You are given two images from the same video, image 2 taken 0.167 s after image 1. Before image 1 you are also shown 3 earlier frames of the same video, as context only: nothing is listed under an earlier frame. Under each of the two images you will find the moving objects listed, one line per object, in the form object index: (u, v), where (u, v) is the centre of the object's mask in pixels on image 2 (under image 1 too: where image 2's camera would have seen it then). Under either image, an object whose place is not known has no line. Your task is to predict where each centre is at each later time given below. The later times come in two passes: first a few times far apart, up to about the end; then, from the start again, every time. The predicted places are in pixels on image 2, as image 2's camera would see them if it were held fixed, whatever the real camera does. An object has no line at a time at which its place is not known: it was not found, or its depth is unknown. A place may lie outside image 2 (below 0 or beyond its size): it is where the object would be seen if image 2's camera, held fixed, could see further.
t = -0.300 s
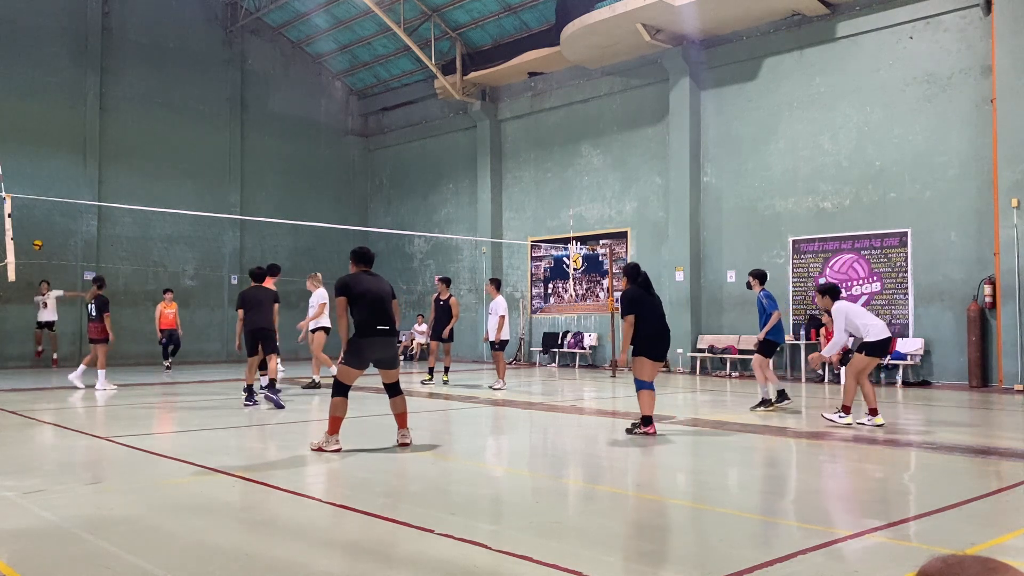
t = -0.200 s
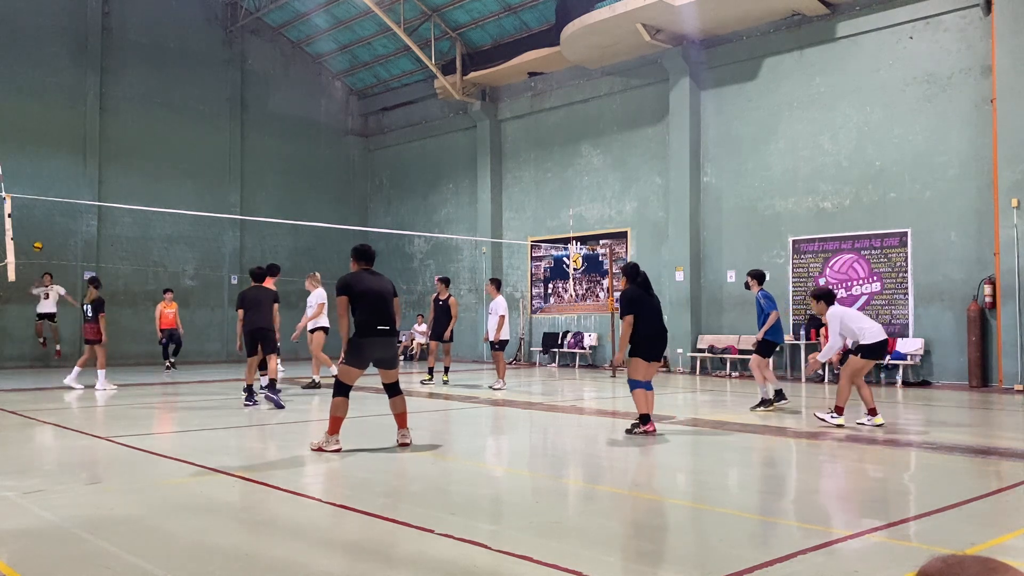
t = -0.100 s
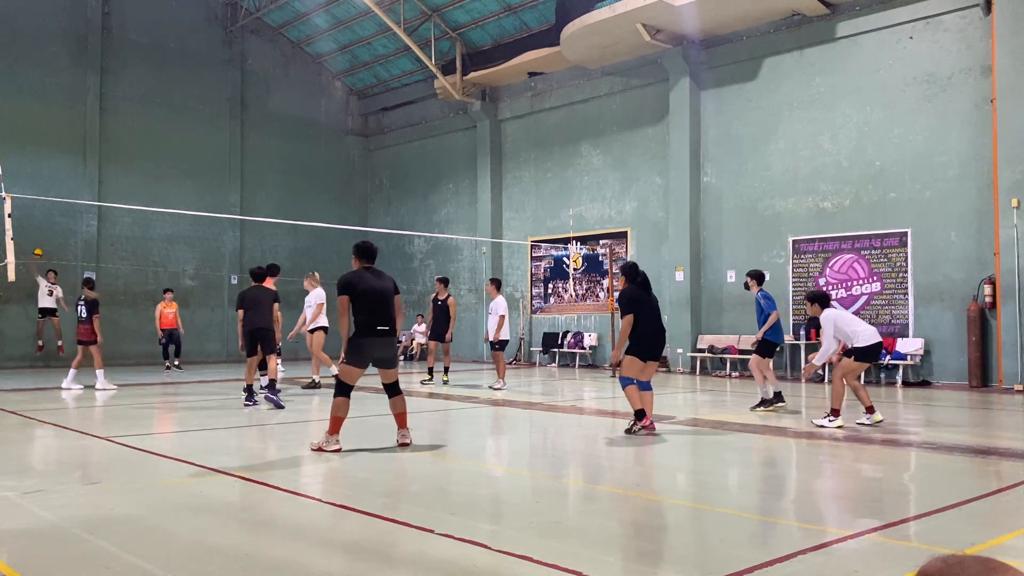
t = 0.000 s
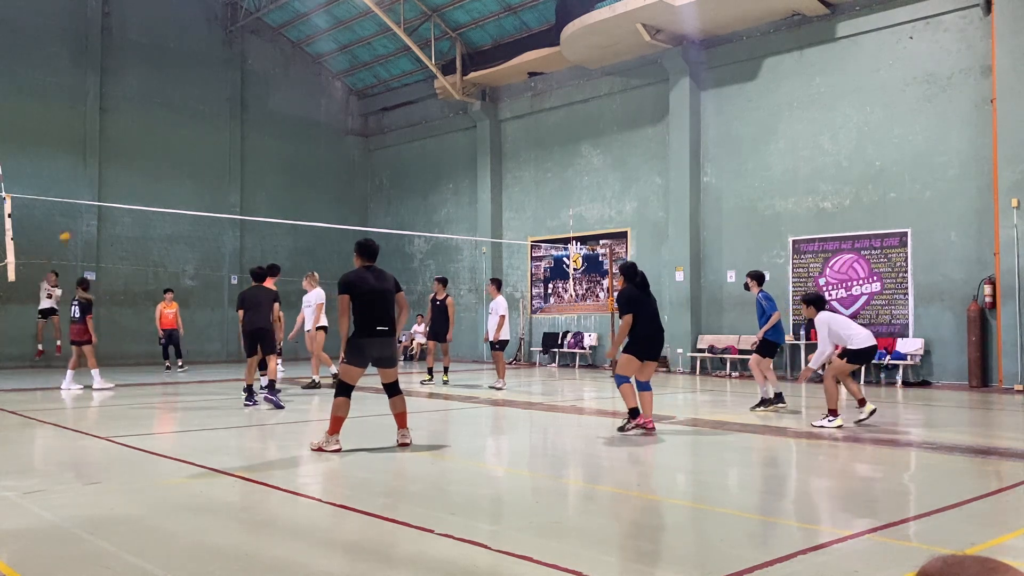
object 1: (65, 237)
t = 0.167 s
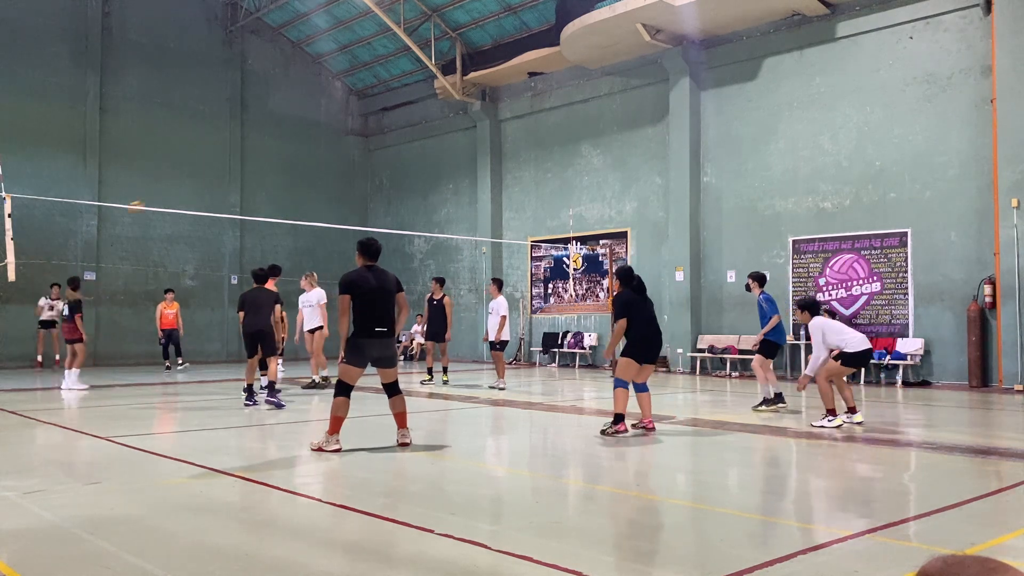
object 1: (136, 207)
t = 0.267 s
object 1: (184, 195)
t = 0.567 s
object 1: (361, 195)
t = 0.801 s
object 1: (547, 241)
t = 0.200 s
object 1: (151, 202)
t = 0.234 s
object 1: (167, 198)
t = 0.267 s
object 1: (184, 195)
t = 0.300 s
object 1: (201, 192)
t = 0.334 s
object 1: (218, 189)
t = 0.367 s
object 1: (237, 188)
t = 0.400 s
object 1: (256, 187)
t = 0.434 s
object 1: (275, 187)
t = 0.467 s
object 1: (295, 188)
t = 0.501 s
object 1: (316, 190)
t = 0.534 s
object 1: (338, 192)
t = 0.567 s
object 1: (361, 195)
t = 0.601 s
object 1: (384, 199)
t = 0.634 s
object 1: (408, 204)
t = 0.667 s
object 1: (433, 209)
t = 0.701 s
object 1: (460, 215)
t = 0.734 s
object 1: (487, 222)
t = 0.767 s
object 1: (515, 231)
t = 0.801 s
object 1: (547, 241)
